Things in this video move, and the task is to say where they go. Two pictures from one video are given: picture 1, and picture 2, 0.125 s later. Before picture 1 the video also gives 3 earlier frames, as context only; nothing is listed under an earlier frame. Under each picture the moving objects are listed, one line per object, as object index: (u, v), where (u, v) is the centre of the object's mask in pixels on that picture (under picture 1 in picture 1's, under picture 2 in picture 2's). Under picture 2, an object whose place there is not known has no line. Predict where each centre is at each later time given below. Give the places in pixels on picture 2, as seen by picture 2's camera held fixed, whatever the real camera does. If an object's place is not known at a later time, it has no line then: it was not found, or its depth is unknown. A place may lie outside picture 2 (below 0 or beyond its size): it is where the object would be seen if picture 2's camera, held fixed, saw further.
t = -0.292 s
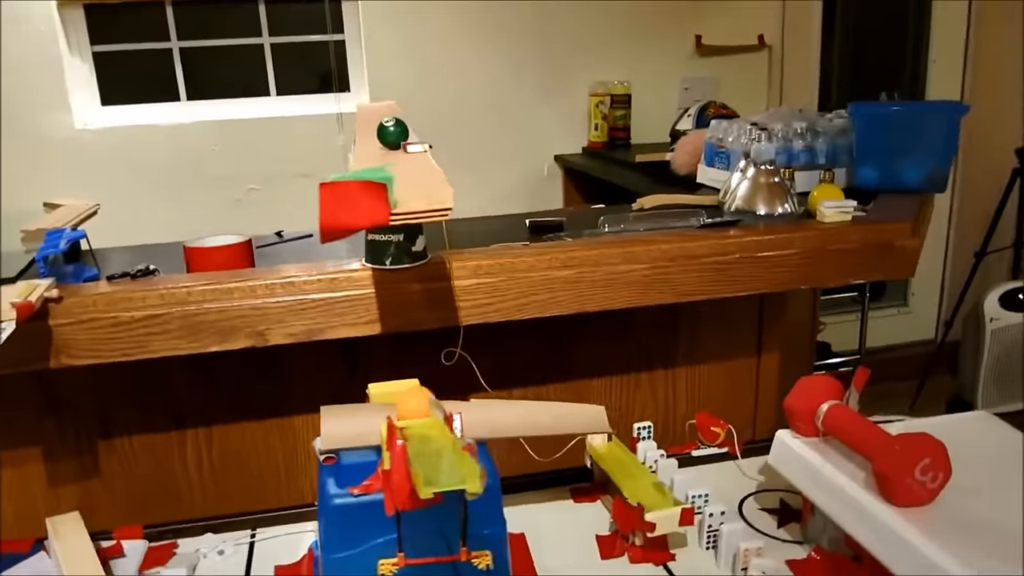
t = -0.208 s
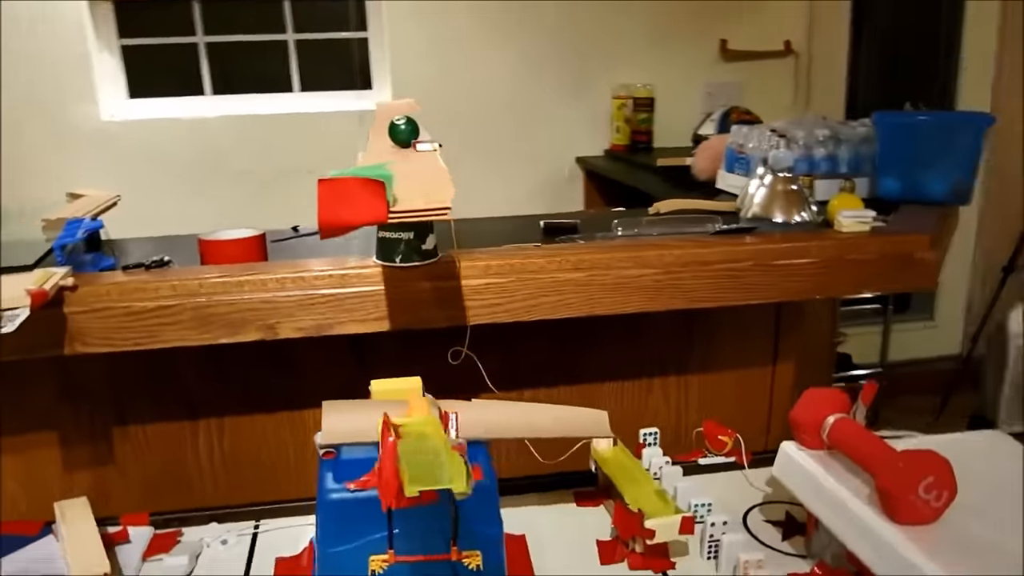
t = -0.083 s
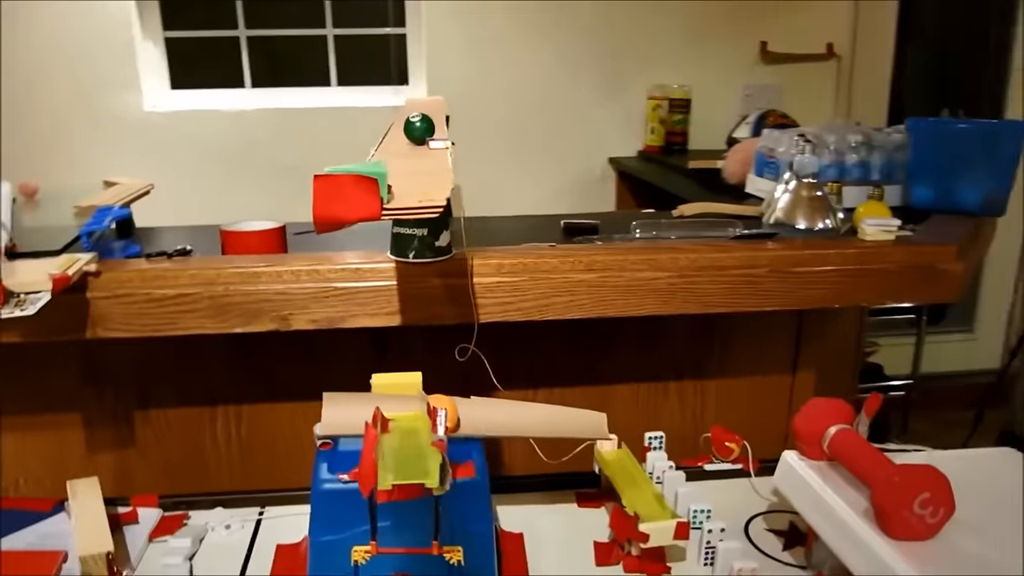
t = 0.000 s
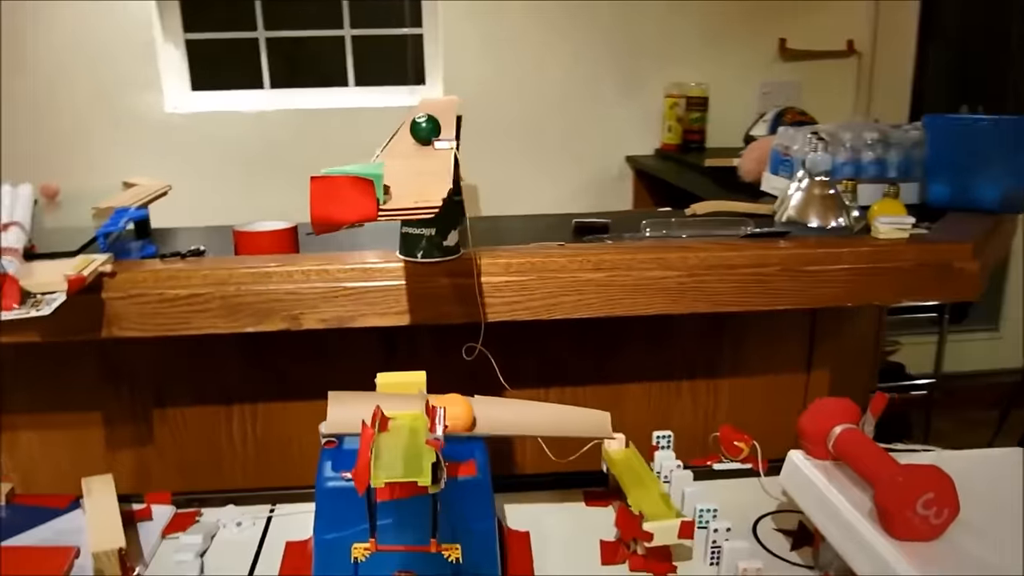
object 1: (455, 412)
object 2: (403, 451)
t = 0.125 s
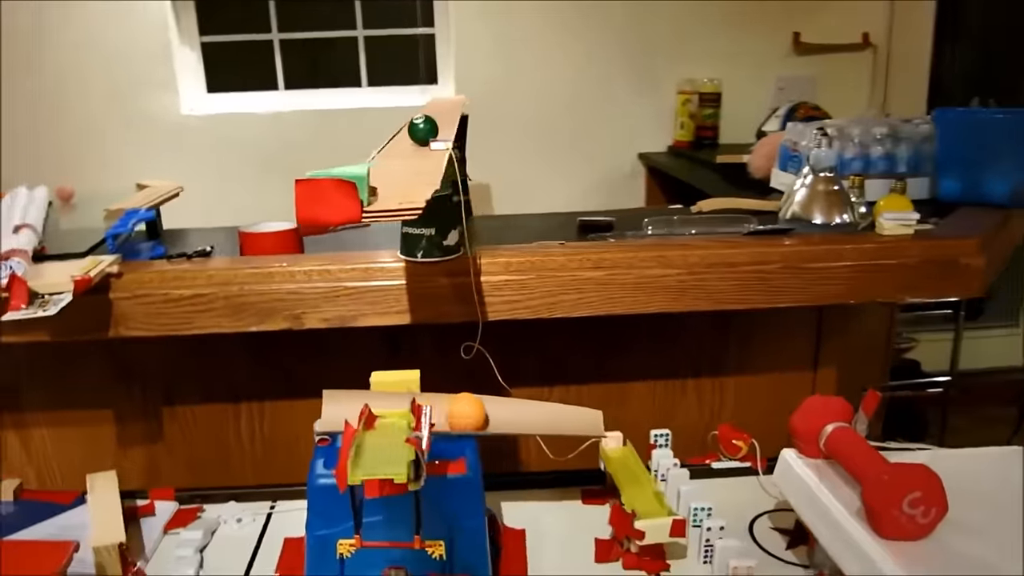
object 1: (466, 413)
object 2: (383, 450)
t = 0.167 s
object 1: (472, 413)
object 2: (379, 449)
